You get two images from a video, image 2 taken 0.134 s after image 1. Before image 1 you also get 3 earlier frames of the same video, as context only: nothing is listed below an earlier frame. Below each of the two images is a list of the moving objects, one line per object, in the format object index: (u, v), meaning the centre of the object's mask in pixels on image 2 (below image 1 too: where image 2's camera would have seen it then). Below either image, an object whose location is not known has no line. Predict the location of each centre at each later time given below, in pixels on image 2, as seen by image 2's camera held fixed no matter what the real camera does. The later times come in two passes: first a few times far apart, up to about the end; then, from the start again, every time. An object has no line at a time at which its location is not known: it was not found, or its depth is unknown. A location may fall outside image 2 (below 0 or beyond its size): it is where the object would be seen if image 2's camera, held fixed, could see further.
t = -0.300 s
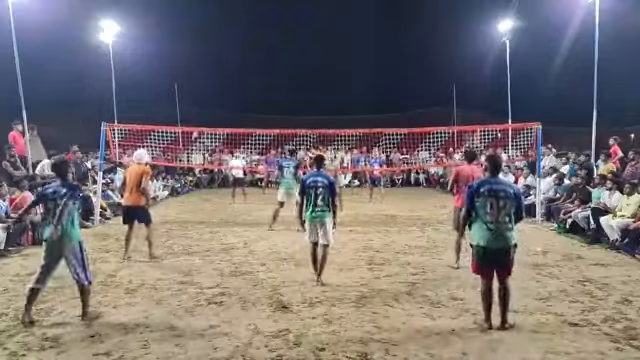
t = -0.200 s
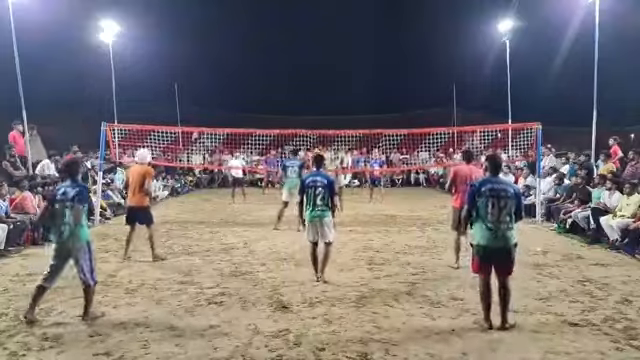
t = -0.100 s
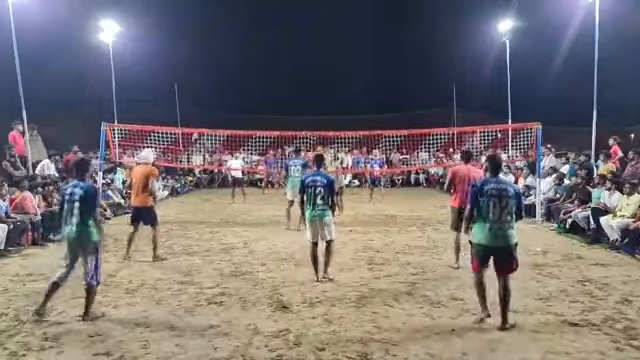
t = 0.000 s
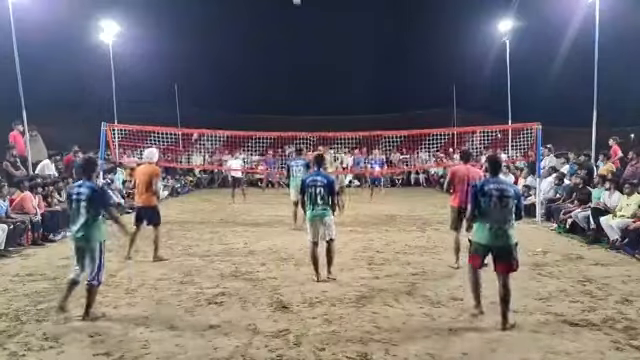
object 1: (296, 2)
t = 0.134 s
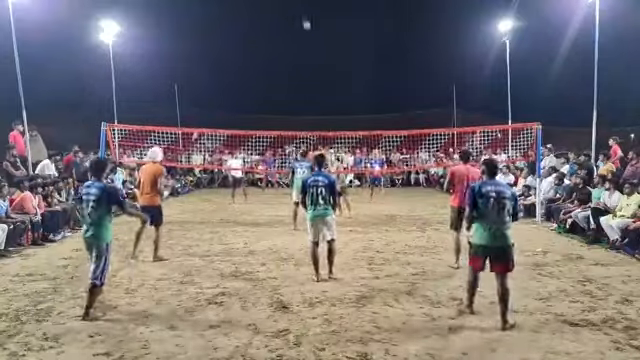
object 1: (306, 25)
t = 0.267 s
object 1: (315, 53)
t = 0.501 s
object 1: (328, 106)
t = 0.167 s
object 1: (308, 31)
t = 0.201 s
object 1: (310, 38)
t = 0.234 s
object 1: (313, 46)
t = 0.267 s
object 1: (315, 53)
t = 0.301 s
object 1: (317, 60)
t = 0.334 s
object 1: (319, 68)
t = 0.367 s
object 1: (321, 75)
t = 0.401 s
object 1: (323, 83)
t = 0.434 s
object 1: (325, 91)
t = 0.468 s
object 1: (326, 98)
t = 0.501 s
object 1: (328, 106)
